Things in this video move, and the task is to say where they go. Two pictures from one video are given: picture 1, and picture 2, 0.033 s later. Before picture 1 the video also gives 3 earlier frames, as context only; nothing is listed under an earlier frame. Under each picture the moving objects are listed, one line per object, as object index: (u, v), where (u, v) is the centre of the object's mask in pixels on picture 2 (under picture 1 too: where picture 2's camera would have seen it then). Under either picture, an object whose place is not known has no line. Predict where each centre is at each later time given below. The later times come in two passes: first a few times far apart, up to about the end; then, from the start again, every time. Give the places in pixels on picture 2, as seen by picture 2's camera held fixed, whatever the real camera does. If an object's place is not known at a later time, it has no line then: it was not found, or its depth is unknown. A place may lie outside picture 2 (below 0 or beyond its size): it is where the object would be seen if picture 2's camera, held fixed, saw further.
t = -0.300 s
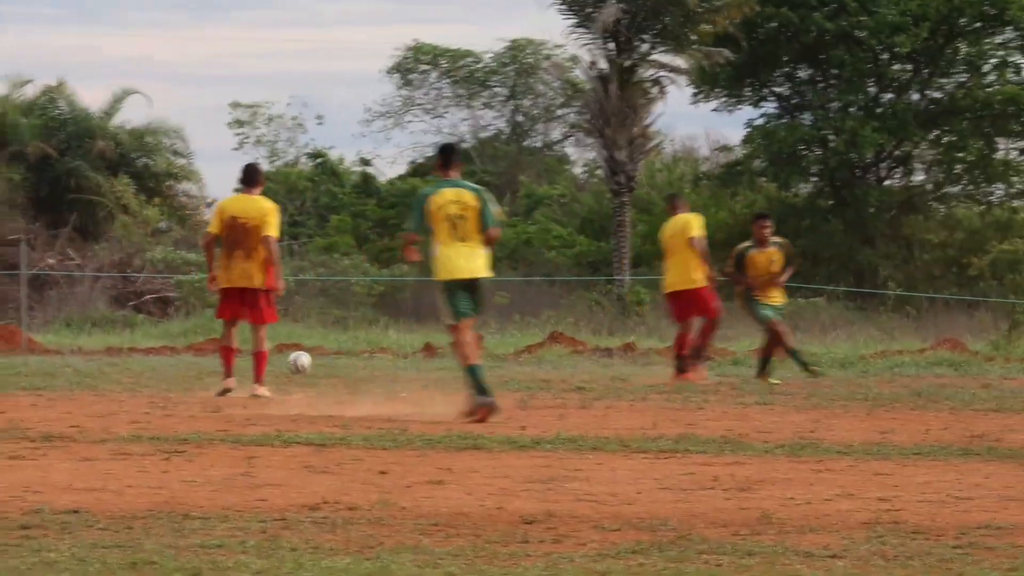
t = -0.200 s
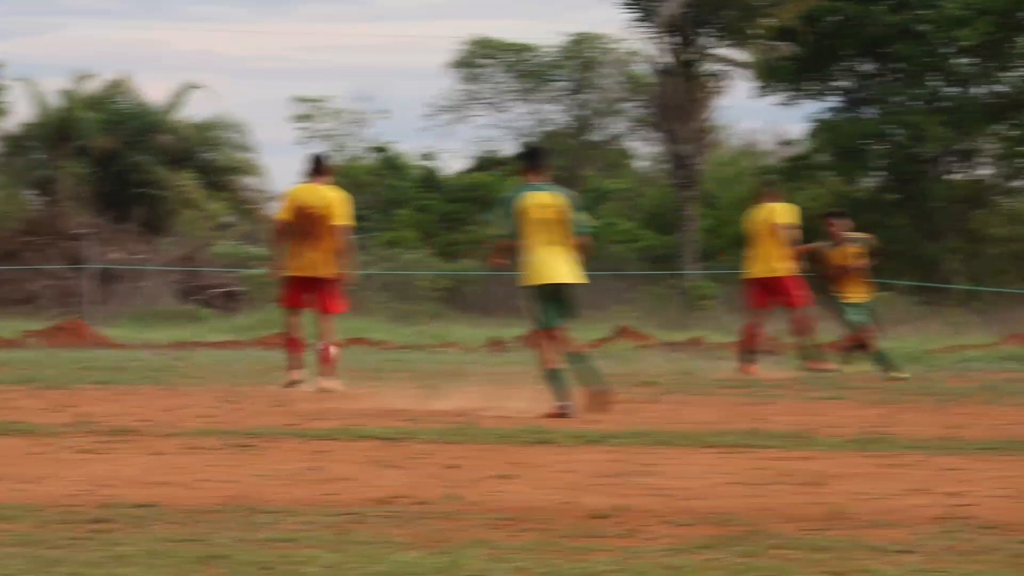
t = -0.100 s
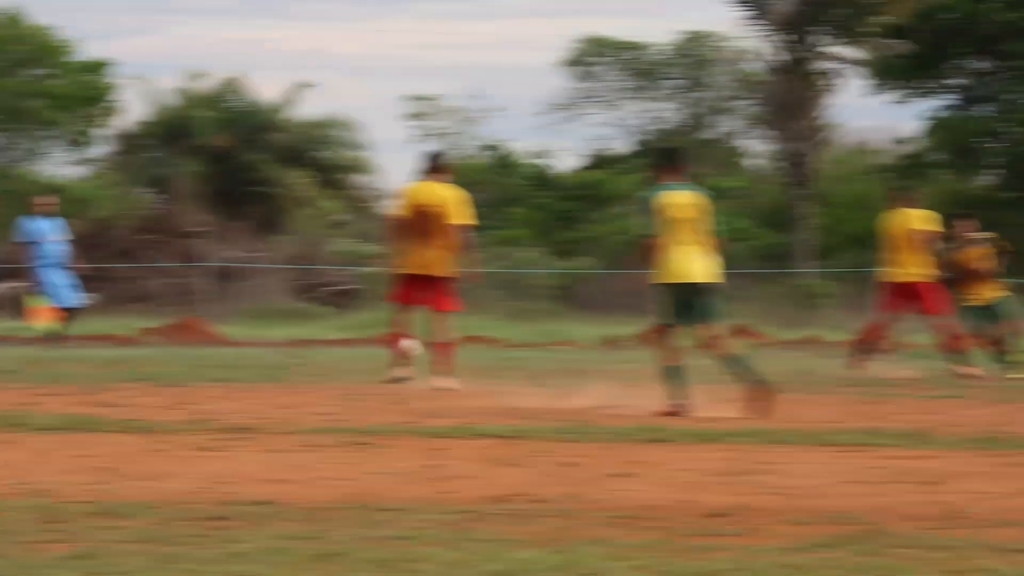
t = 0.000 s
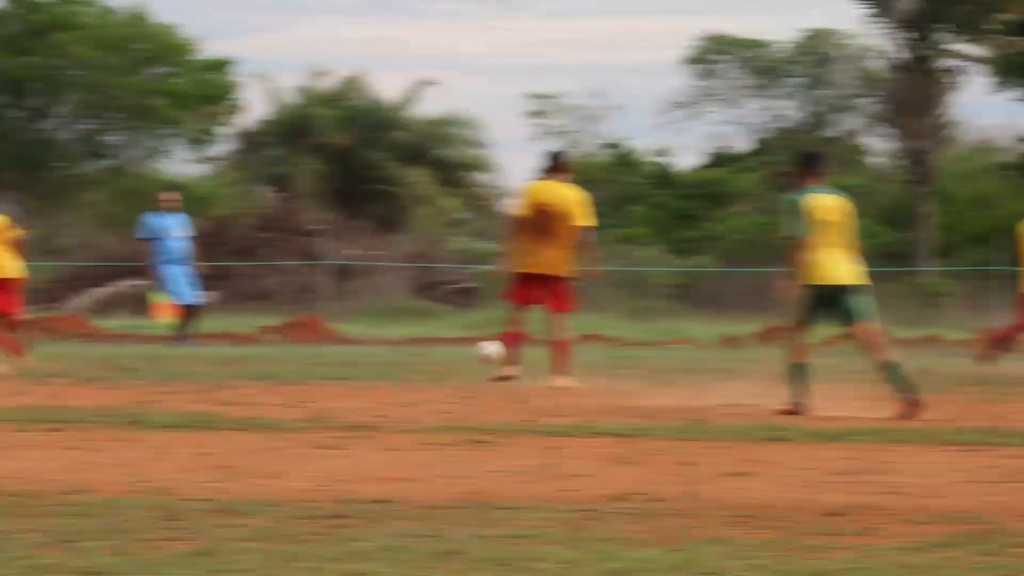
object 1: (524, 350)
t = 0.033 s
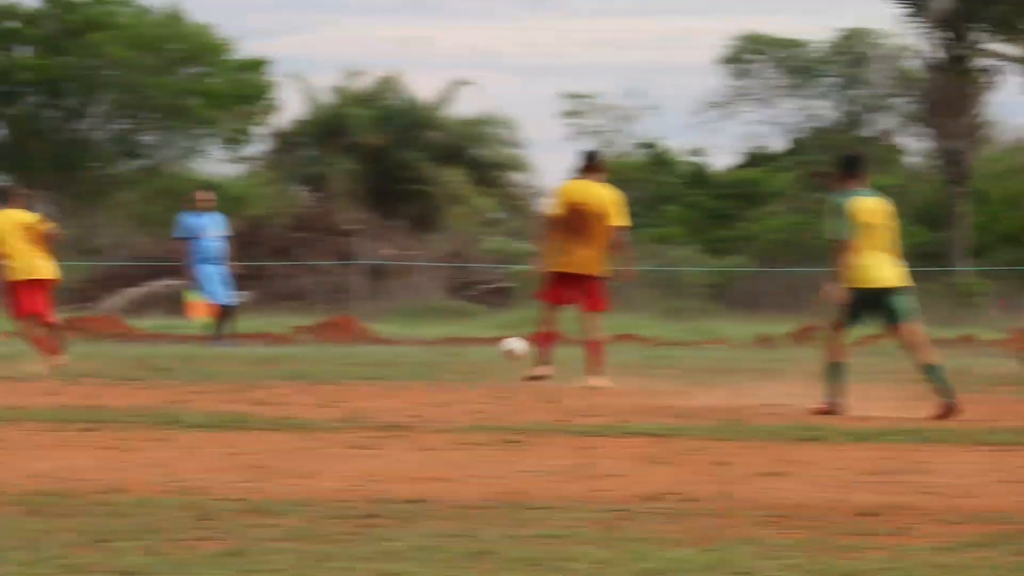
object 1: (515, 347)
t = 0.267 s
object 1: (445, 351)
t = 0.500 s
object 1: (378, 349)
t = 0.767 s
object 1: (308, 344)
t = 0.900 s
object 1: (274, 344)
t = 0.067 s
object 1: (504, 347)
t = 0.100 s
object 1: (493, 347)
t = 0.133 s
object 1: (484, 348)
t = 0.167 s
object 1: (475, 351)
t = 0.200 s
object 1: (466, 351)
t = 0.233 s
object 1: (455, 351)
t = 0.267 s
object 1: (445, 351)
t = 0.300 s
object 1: (436, 349)
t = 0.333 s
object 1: (427, 350)
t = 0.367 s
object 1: (417, 350)
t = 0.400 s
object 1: (408, 350)
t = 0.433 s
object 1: (399, 350)
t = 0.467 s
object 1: (388, 349)
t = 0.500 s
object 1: (378, 349)
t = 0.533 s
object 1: (369, 348)
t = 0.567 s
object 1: (361, 347)
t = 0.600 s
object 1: (352, 347)
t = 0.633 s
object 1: (342, 348)
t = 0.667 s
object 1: (333, 348)
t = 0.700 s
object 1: (325, 346)
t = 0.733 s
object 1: (317, 345)
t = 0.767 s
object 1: (308, 344)
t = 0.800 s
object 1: (300, 344)
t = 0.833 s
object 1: (292, 346)
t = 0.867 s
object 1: (282, 344)
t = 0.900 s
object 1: (274, 344)
